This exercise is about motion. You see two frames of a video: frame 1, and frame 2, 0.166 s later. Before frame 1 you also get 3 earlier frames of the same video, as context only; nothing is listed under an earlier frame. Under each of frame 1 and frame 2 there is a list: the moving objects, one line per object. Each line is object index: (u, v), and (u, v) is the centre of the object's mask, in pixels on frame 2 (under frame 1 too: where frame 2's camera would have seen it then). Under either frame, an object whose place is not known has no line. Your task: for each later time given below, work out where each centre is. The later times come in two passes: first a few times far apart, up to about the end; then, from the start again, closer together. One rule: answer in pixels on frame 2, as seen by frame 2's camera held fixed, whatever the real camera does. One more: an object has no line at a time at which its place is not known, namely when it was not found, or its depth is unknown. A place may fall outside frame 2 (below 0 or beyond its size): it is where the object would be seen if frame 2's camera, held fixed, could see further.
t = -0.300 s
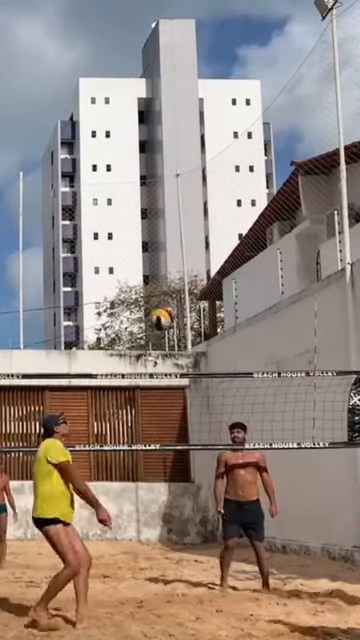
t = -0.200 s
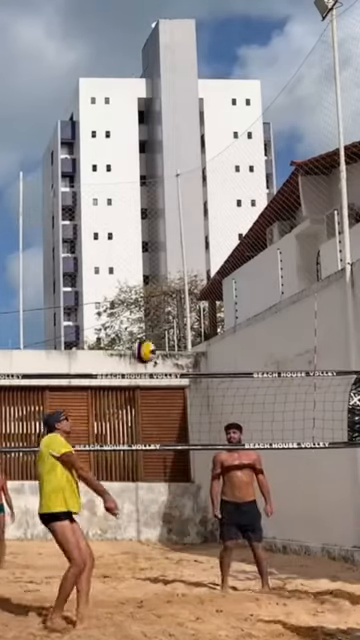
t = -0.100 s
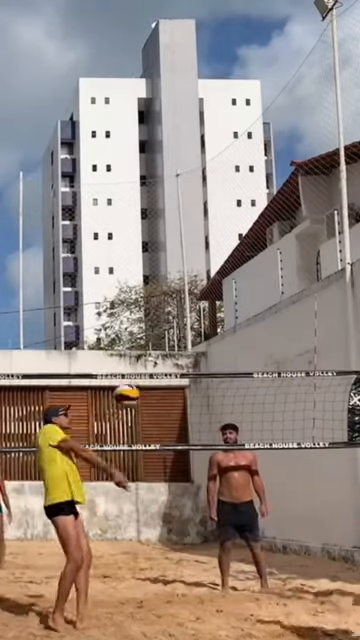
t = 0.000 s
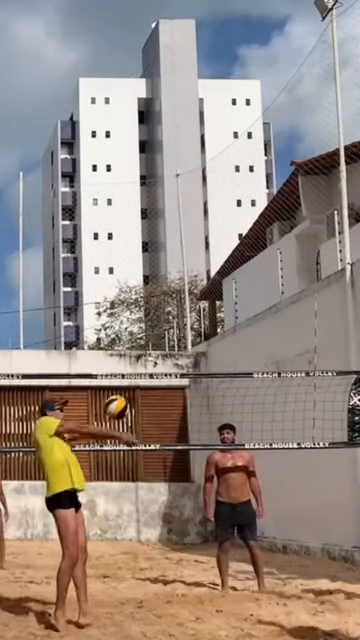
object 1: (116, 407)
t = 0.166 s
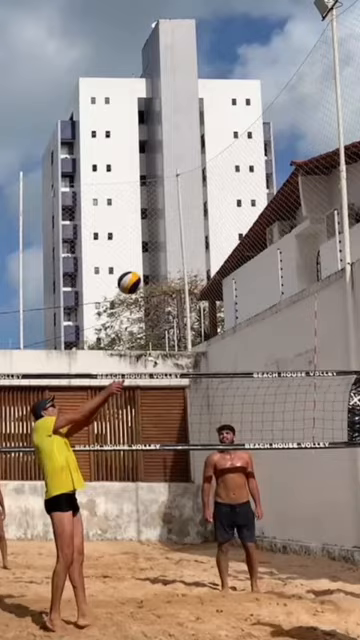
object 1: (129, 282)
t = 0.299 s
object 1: (140, 211)
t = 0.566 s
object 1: (162, 132)
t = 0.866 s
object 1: (184, 131)
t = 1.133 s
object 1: (204, 197)
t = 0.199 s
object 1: (132, 262)
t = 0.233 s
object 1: (135, 244)
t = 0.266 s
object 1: (137, 226)
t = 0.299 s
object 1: (140, 211)
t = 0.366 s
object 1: (146, 184)
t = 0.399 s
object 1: (148, 173)
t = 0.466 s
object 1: (154, 152)
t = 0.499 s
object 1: (158, 145)
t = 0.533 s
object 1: (160, 138)
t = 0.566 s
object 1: (162, 132)
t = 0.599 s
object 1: (164, 128)
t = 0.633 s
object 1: (167, 125)
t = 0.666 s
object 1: (169, 122)
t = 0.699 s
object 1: (172, 121)
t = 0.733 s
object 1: (174, 121)
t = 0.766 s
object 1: (176, 122)
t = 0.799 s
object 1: (179, 124)
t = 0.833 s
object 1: (181, 127)
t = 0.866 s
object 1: (184, 131)
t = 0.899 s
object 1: (186, 136)
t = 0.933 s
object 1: (189, 142)
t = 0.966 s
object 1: (191, 149)
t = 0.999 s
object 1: (193, 157)
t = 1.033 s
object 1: (197, 166)
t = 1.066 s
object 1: (199, 175)
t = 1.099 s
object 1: (202, 186)
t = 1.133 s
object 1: (204, 197)
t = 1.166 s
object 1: (207, 210)
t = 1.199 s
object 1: (210, 224)
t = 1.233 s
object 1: (212, 237)
